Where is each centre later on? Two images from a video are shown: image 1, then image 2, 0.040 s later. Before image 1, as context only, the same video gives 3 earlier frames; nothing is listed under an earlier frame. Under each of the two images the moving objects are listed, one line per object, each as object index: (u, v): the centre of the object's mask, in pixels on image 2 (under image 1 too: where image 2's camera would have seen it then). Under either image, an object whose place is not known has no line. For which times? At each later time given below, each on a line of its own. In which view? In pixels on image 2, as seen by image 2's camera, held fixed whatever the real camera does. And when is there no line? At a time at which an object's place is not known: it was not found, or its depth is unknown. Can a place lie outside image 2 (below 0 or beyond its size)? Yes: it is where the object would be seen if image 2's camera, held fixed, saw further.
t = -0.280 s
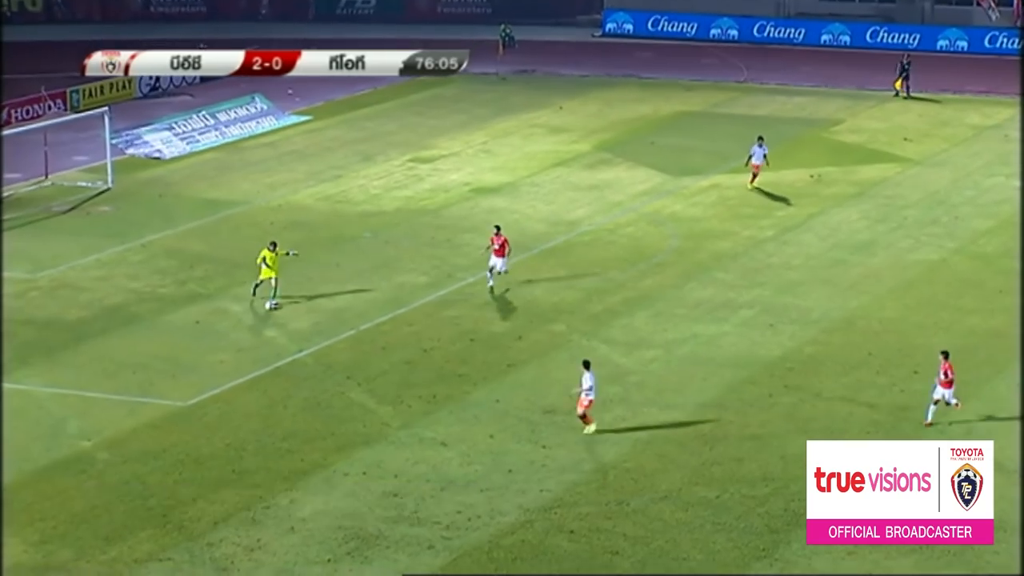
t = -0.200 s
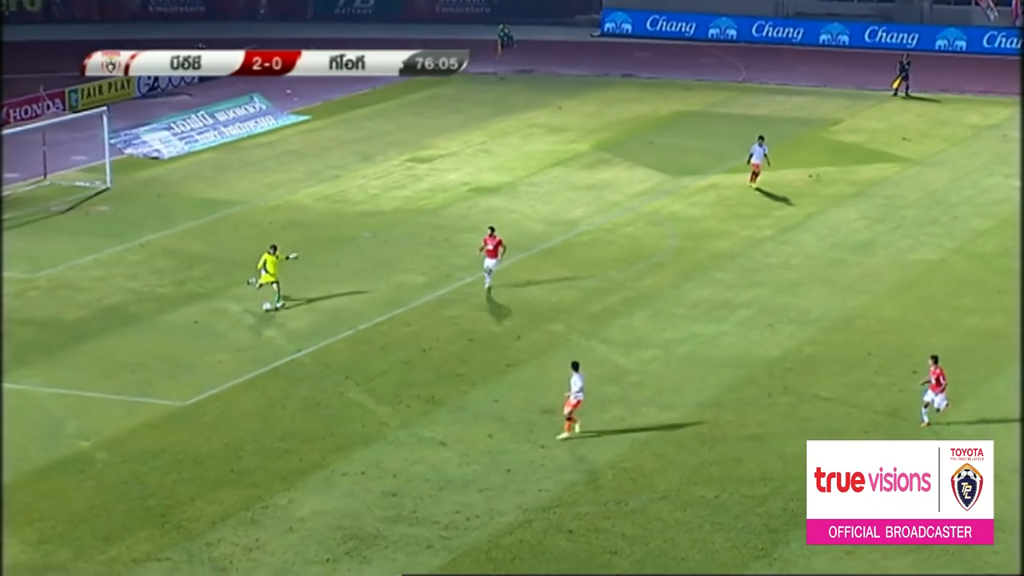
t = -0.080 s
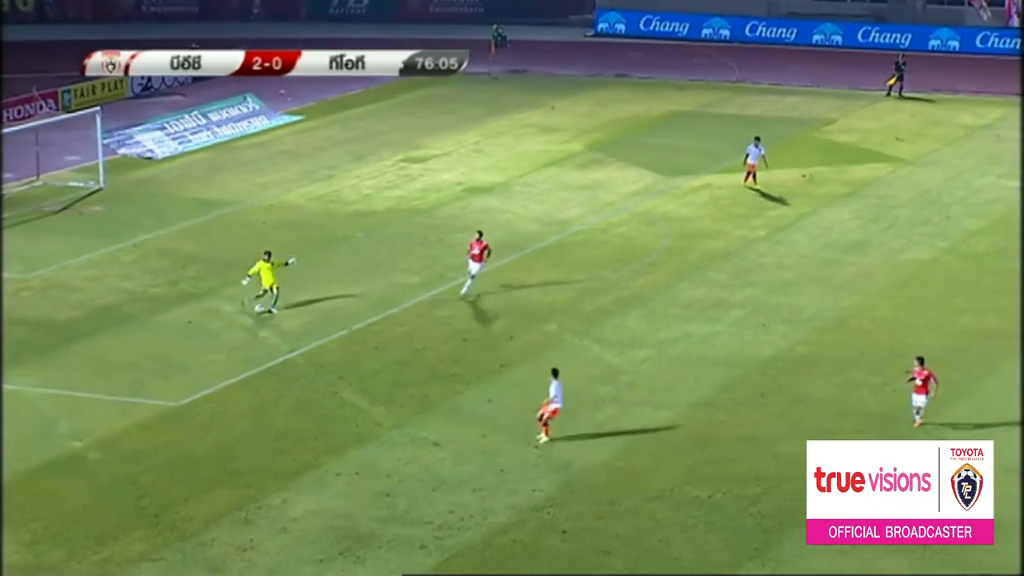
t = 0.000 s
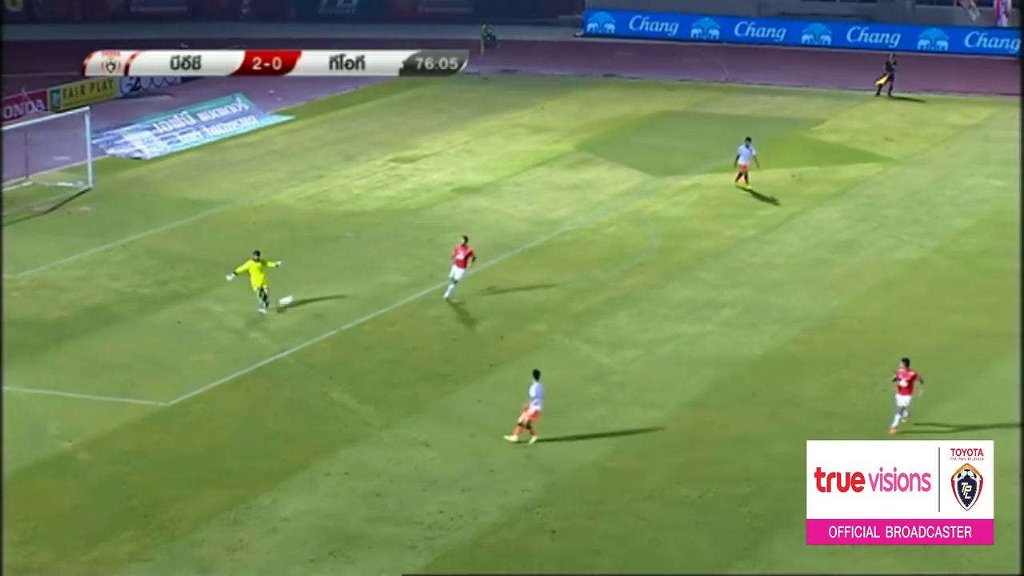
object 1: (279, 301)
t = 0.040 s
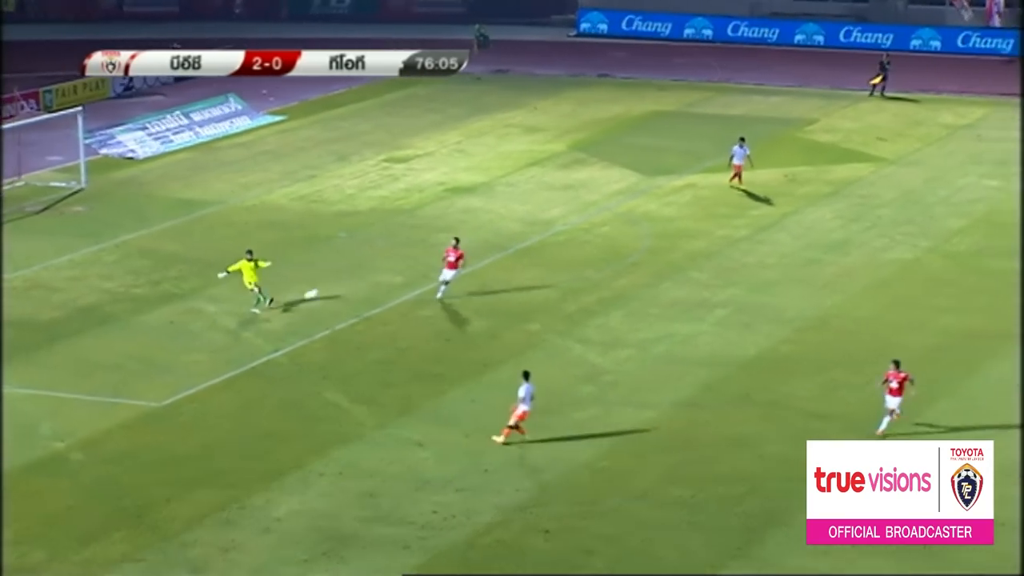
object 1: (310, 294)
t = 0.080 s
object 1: (343, 288)
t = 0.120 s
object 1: (375, 282)
